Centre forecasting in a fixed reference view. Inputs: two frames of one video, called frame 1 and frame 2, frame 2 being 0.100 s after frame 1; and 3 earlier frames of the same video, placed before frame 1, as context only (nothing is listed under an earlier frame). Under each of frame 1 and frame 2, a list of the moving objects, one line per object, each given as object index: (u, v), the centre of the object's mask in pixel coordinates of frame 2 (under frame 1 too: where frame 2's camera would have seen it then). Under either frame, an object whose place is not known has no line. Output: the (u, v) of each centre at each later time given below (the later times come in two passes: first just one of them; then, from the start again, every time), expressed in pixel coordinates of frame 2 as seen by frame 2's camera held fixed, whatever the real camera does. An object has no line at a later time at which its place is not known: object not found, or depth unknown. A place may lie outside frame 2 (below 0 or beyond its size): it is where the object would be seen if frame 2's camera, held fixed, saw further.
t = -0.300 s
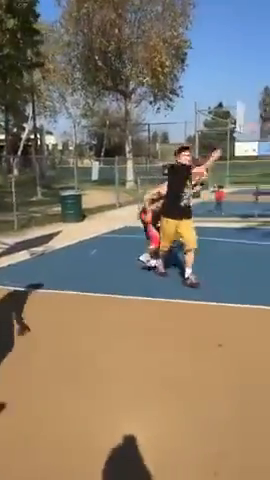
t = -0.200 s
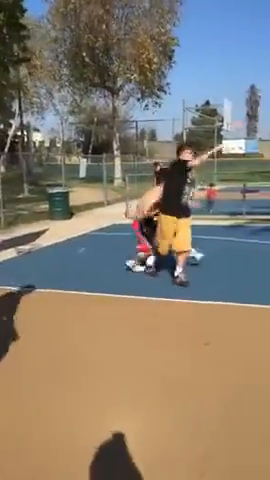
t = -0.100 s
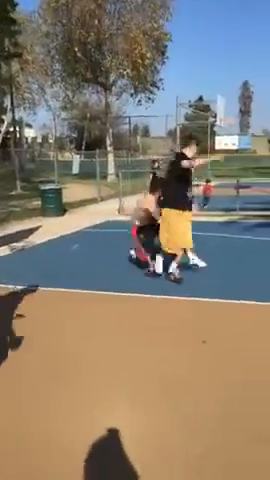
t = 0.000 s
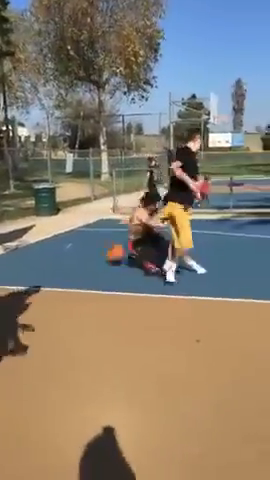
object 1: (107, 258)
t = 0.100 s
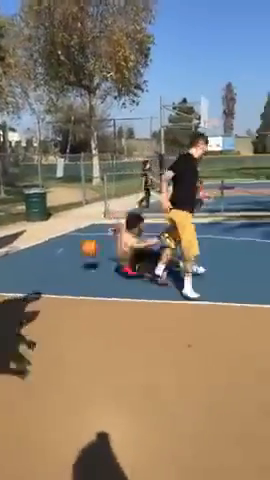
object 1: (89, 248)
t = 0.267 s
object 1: (58, 221)
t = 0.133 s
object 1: (83, 242)
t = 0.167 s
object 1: (78, 234)
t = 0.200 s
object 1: (70, 227)
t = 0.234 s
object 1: (64, 223)
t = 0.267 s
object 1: (58, 221)
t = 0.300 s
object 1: (52, 218)
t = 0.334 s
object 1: (45, 215)
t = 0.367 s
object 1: (38, 214)
